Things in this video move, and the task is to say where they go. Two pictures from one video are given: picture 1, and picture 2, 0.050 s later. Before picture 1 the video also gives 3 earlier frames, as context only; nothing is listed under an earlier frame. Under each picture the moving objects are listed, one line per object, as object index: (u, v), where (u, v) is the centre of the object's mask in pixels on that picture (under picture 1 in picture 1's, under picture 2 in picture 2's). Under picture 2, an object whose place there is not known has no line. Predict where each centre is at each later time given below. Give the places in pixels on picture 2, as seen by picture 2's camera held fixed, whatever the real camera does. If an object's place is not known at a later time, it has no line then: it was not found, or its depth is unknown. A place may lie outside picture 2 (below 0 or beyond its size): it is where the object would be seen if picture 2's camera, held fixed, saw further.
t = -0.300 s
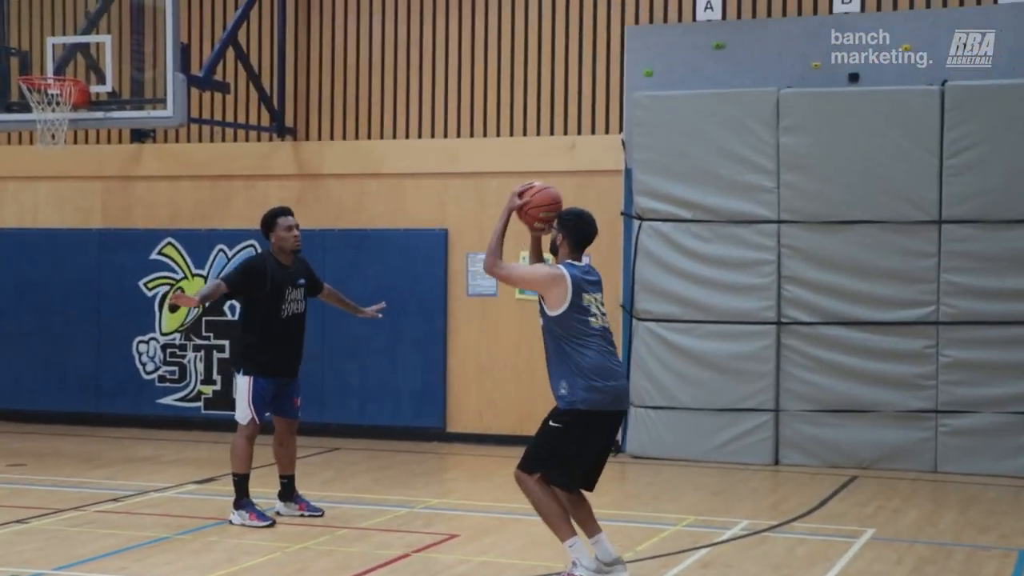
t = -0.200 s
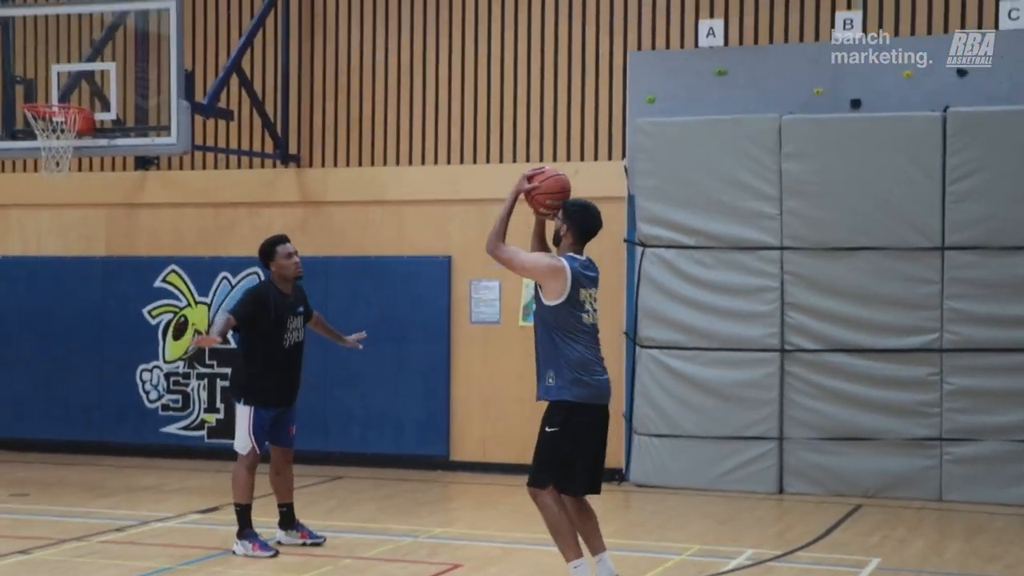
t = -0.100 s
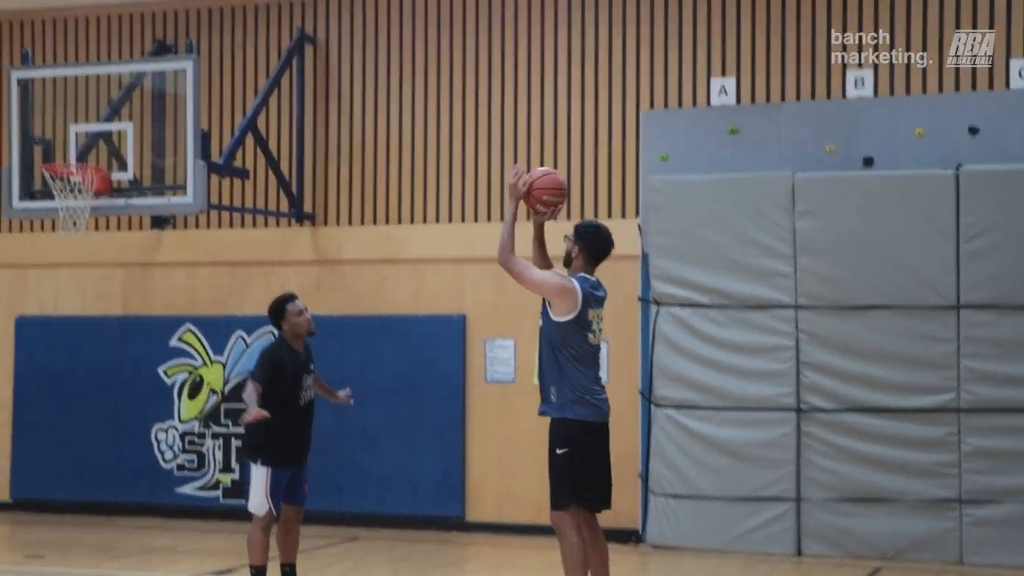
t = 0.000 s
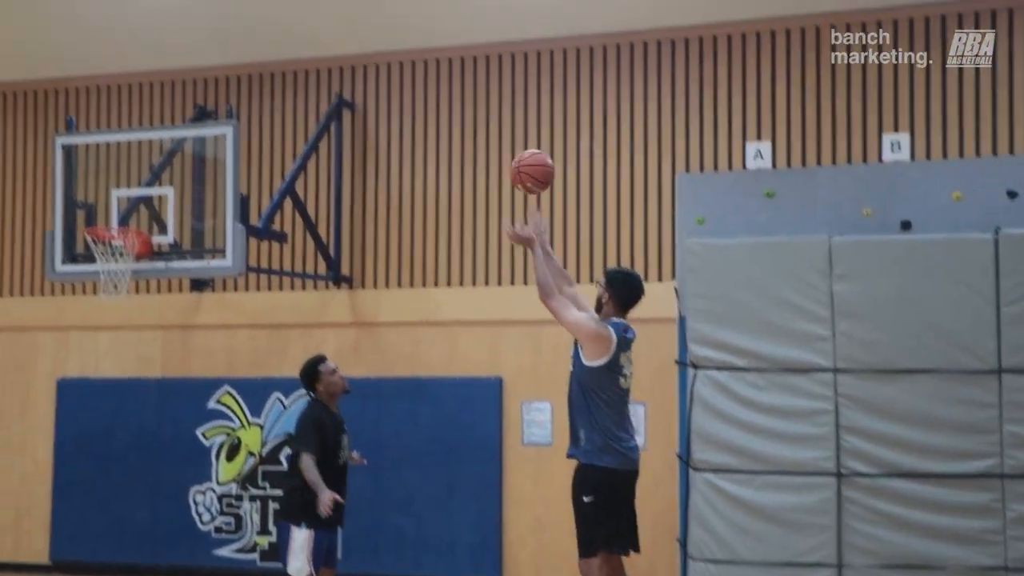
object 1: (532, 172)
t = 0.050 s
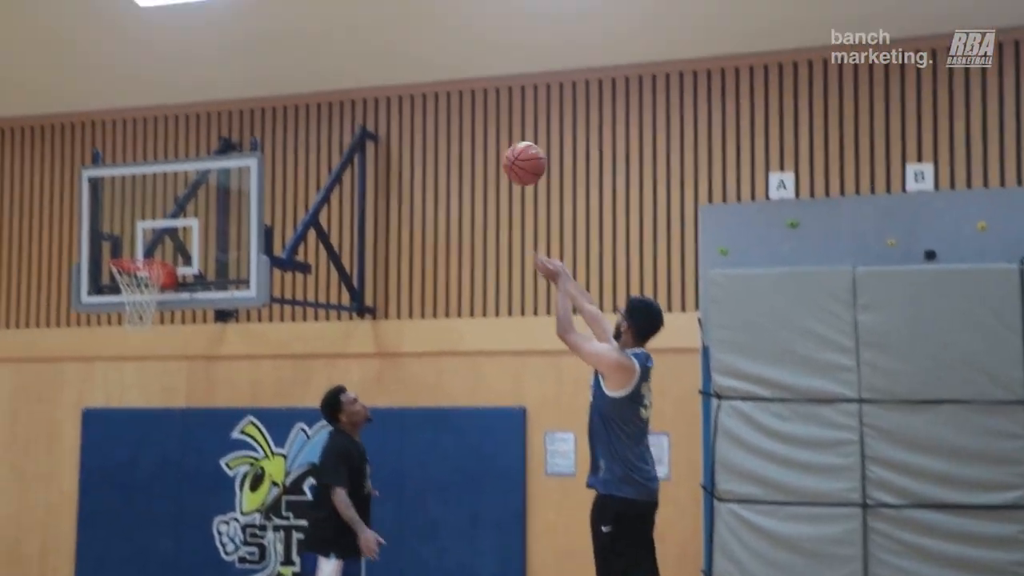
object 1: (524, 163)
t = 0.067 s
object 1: (514, 151)
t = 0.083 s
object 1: (505, 140)
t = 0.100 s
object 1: (495, 131)
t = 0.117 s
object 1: (485, 121)
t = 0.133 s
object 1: (476, 112)
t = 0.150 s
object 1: (467, 104)
